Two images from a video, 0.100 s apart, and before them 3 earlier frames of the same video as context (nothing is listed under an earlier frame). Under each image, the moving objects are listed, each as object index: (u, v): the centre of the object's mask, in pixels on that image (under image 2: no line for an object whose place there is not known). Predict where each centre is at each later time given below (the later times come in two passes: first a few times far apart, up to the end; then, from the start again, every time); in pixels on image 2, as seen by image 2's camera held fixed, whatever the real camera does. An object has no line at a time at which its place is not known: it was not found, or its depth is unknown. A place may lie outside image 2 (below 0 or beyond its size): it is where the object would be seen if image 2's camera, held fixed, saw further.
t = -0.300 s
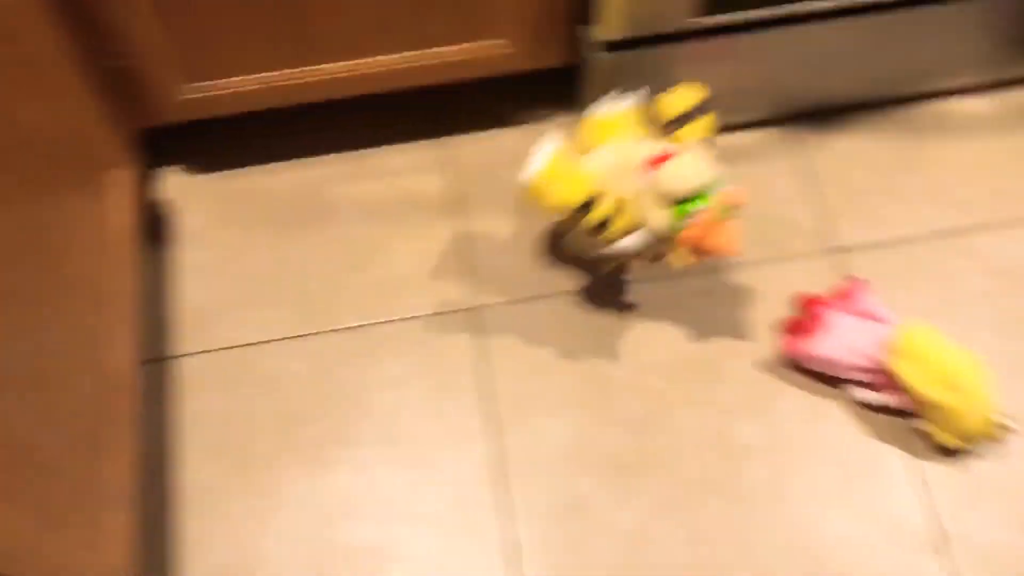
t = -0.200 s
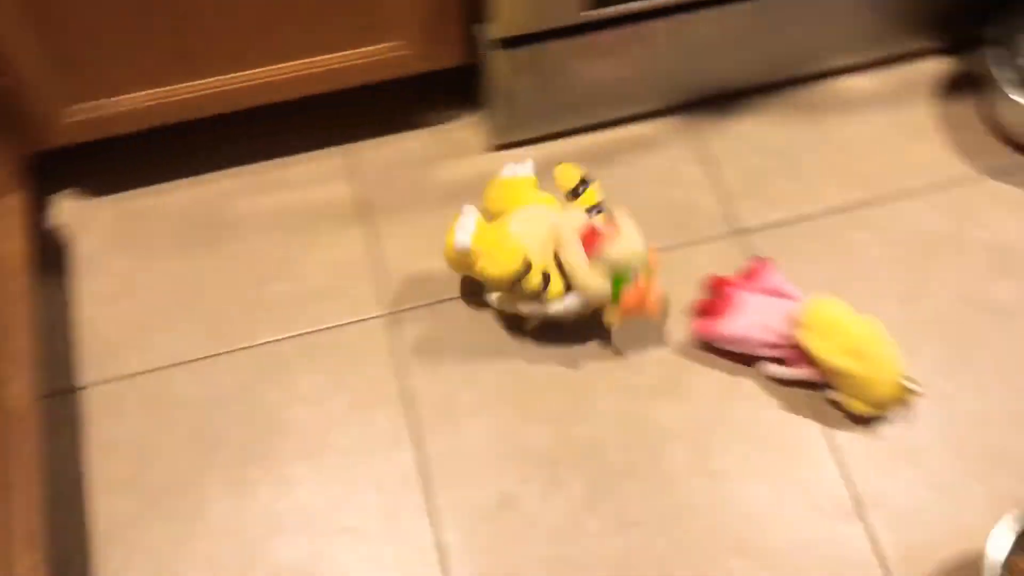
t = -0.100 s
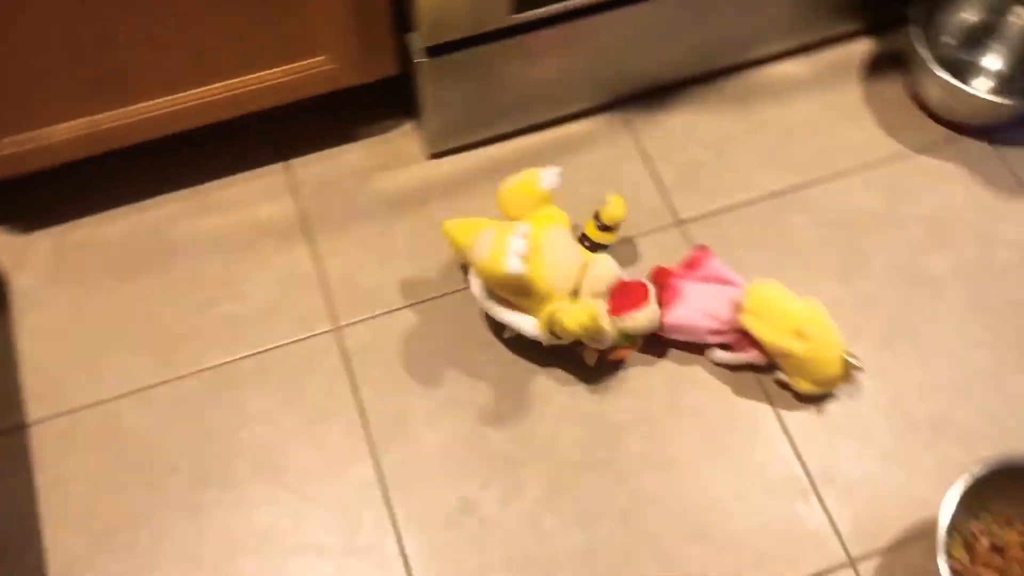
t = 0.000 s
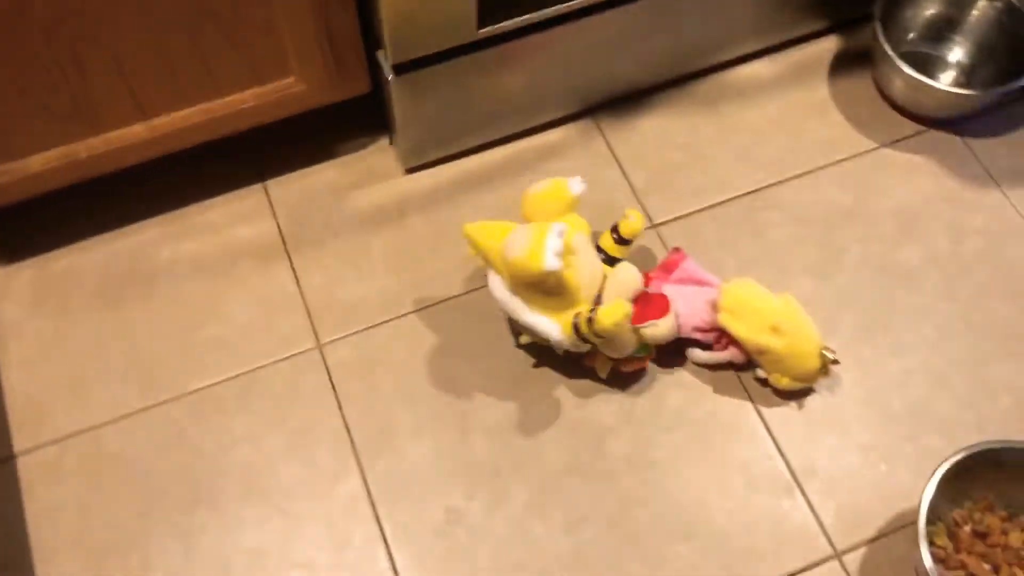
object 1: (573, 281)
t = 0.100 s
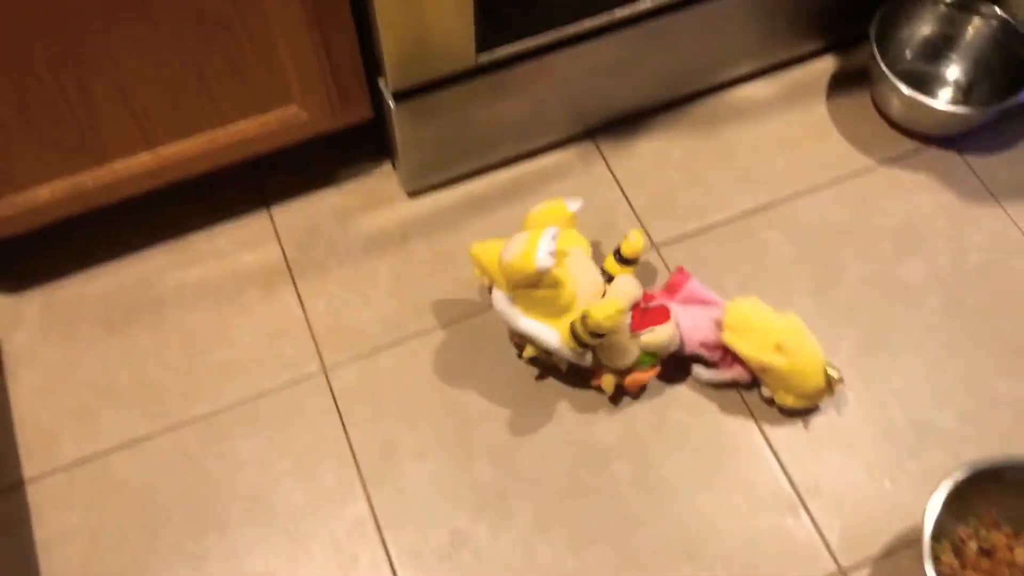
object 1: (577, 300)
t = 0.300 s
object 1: (548, 275)
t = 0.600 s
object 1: (571, 289)
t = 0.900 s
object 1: (571, 286)
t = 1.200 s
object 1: (573, 288)
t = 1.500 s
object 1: (573, 289)
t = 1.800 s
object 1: (572, 290)
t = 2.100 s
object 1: (572, 291)
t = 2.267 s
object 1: (571, 292)
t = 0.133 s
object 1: (570, 298)
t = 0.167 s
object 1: (564, 294)
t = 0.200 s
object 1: (558, 289)
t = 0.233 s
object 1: (554, 284)
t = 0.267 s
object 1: (551, 279)
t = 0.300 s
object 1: (548, 275)
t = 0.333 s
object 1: (548, 274)
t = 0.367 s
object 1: (548, 273)
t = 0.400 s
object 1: (549, 274)
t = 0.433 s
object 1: (551, 276)
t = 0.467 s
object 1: (554, 279)
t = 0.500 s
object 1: (558, 282)
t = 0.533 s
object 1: (562, 284)
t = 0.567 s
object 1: (567, 287)
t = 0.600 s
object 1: (571, 289)
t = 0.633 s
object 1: (575, 290)
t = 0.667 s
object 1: (577, 290)
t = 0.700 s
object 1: (577, 289)
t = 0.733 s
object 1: (574, 288)
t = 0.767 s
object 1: (572, 288)
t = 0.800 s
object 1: (570, 287)
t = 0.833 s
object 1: (570, 286)
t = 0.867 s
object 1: (570, 286)
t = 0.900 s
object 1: (571, 286)
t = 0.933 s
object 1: (571, 287)
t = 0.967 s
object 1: (573, 288)
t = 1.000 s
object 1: (573, 288)
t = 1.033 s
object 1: (573, 289)
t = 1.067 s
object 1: (573, 289)
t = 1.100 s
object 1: (572, 289)
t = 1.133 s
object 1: (573, 289)
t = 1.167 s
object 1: (573, 288)
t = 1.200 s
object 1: (573, 288)
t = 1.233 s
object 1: (573, 288)
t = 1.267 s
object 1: (573, 288)
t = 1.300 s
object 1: (573, 288)
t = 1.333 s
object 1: (573, 289)
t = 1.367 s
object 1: (573, 289)
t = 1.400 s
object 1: (573, 289)
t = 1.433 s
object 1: (573, 289)
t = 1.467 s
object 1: (573, 289)
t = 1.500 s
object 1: (573, 289)
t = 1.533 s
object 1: (572, 289)
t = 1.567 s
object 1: (572, 289)
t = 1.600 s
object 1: (572, 289)
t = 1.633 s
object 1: (572, 289)
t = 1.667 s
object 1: (572, 289)
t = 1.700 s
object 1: (572, 289)
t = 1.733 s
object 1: (572, 289)
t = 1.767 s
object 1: (572, 290)
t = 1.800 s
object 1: (572, 290)
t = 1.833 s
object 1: (572, 289)
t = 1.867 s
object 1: (572, 290)
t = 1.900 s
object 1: (572, 290)
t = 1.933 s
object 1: (572, 290)
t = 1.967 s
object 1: (572, 290)
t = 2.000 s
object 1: (572, 291)
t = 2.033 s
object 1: (572, 291)
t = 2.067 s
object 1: (572, 291)
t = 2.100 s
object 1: (572, 291)
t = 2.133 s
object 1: (572, 291)
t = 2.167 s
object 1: (572, 291)
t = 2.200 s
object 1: (572, 292)
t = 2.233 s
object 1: (572, 291)
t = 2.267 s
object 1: (571, 292)
